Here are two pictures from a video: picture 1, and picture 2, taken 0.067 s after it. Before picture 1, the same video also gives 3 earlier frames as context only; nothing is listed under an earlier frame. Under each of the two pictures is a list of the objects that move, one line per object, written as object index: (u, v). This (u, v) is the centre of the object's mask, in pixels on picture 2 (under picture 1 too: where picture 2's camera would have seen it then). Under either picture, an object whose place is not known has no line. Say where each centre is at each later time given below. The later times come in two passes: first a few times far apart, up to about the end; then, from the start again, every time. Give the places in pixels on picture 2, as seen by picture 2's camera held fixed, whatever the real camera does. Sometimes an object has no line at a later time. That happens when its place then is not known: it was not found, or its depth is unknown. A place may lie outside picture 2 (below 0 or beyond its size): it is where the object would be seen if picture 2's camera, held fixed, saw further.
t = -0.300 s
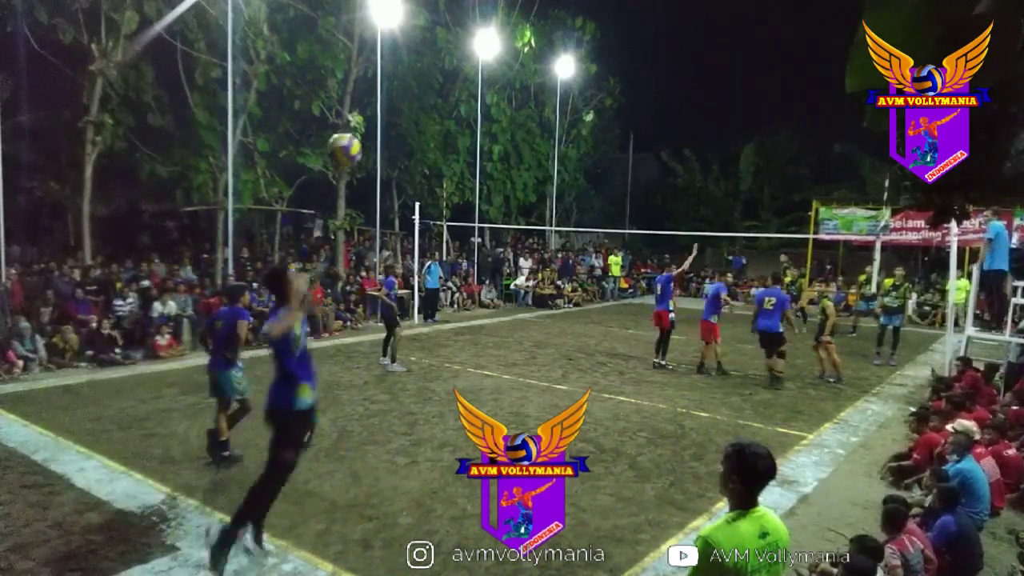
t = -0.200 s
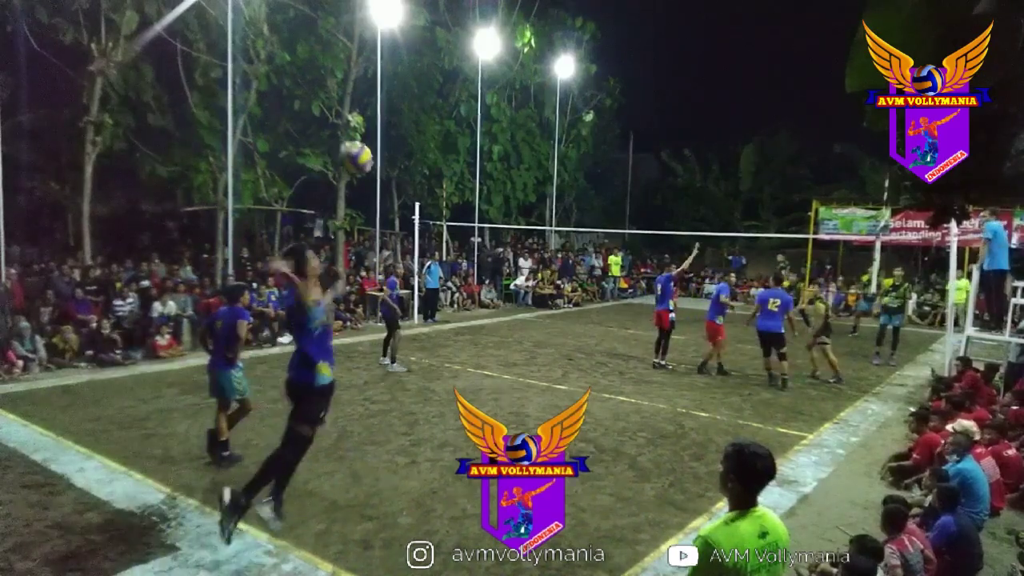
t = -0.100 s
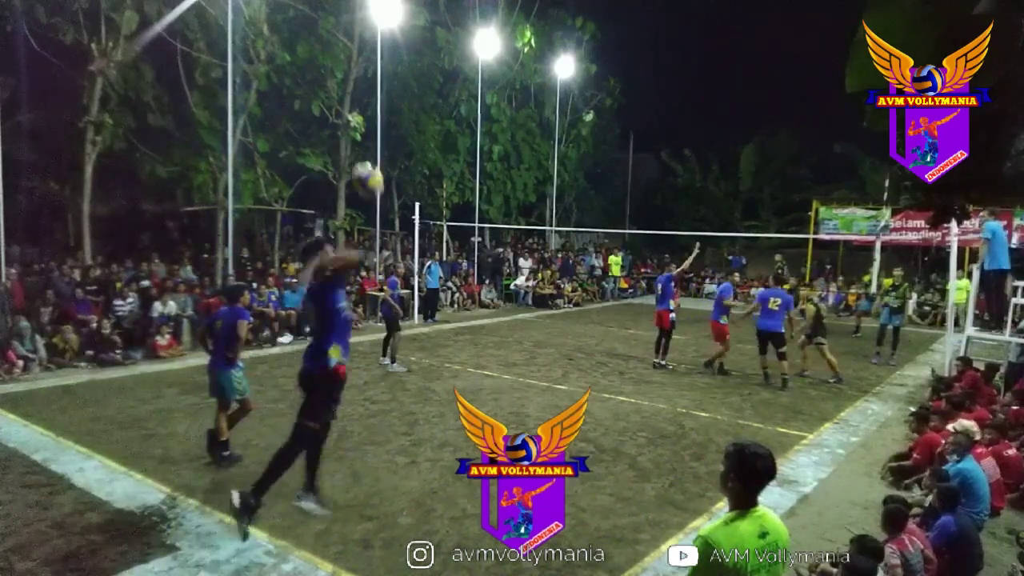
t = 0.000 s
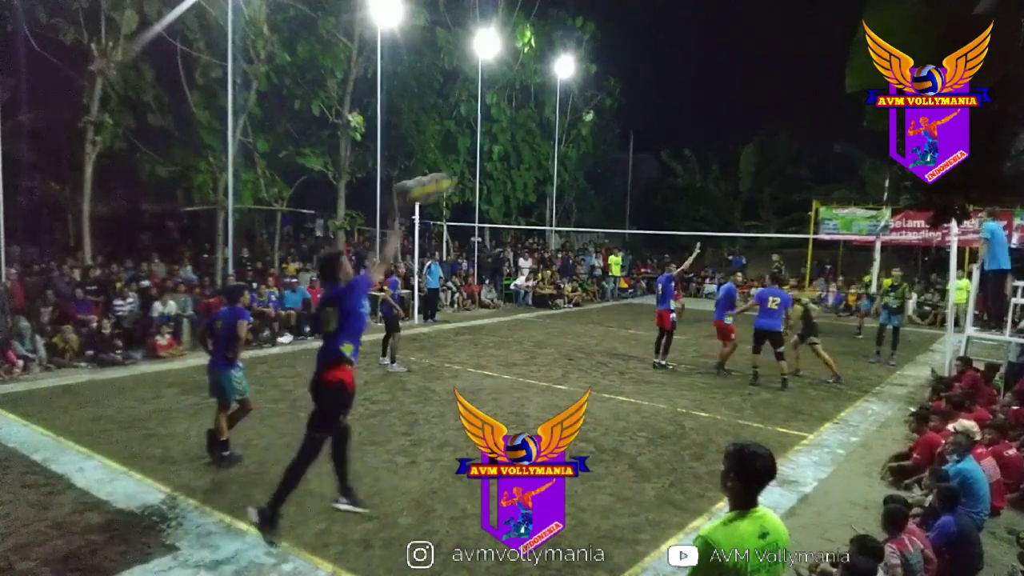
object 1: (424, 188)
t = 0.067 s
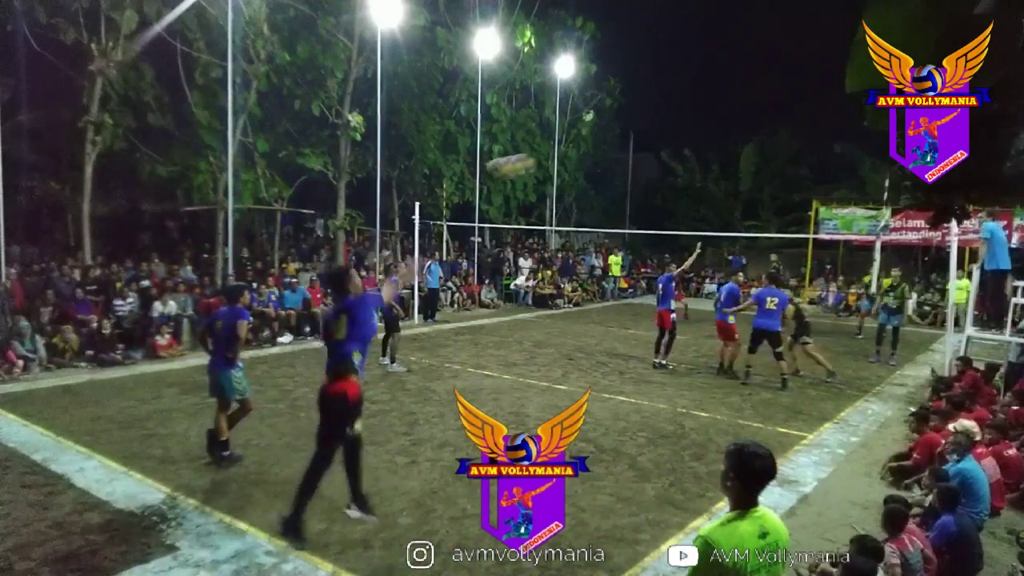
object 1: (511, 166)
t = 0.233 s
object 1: (646, 145)
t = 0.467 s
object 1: (746, 158)
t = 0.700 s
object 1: (796, 197)
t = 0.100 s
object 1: (543, 159)
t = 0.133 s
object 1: (578, 154)
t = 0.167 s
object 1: (603, 150)
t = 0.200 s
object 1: (625, 147)
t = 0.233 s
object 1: (646, 145)
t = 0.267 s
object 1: (666, 145)
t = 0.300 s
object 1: (681, 145)
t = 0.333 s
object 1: (697, 146)
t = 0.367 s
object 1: (712, 149)
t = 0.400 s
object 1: (723, 151)
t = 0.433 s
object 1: (735, 154)
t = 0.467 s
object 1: (746, 158)
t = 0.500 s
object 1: (754, 163)
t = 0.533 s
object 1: (763, 168)
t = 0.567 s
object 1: (771, 174)
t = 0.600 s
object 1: (777, 179)
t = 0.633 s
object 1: (784, 185)
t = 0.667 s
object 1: (790, 191)
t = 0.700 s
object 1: (796, 197)
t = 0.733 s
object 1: (802, 205)
